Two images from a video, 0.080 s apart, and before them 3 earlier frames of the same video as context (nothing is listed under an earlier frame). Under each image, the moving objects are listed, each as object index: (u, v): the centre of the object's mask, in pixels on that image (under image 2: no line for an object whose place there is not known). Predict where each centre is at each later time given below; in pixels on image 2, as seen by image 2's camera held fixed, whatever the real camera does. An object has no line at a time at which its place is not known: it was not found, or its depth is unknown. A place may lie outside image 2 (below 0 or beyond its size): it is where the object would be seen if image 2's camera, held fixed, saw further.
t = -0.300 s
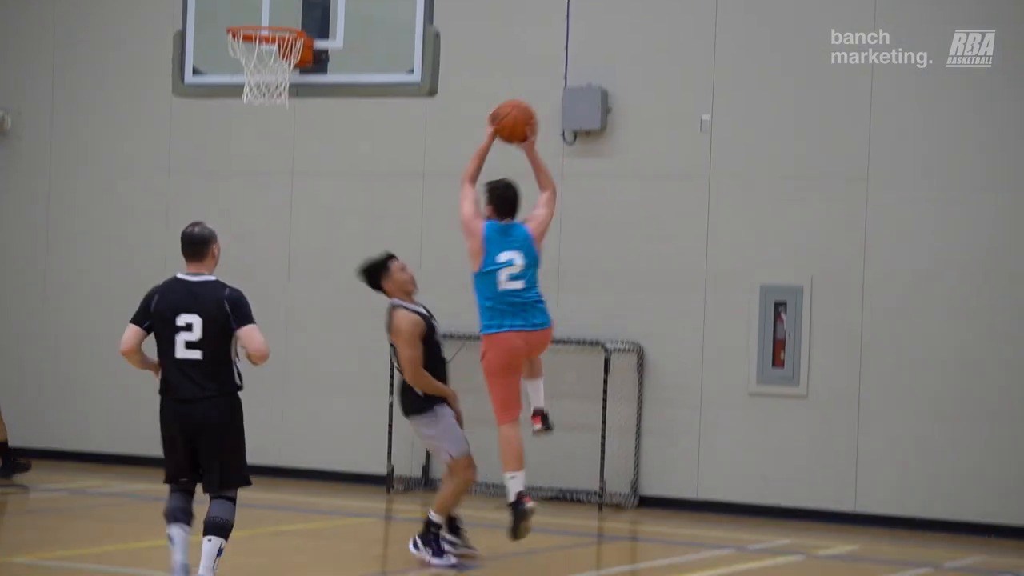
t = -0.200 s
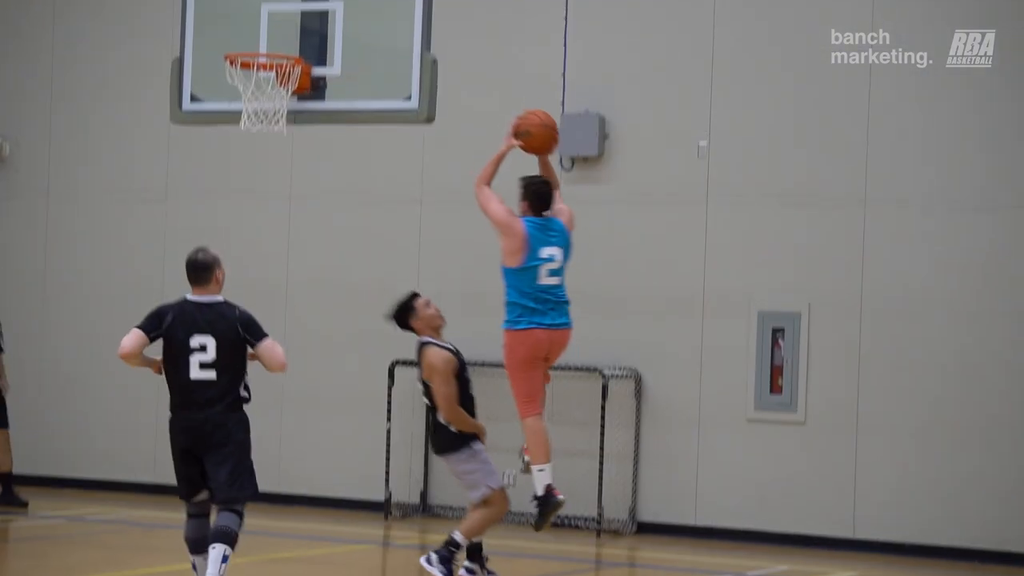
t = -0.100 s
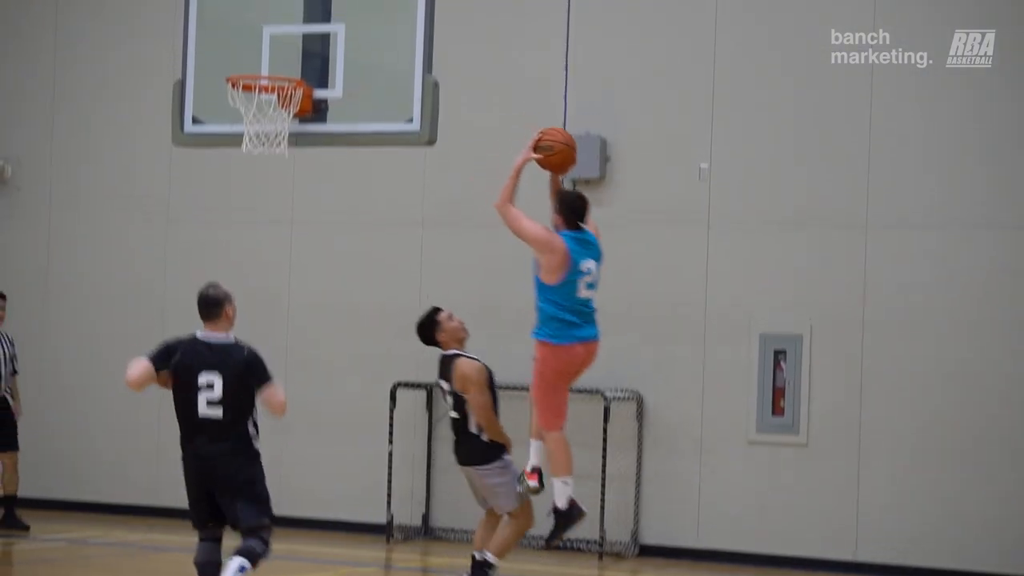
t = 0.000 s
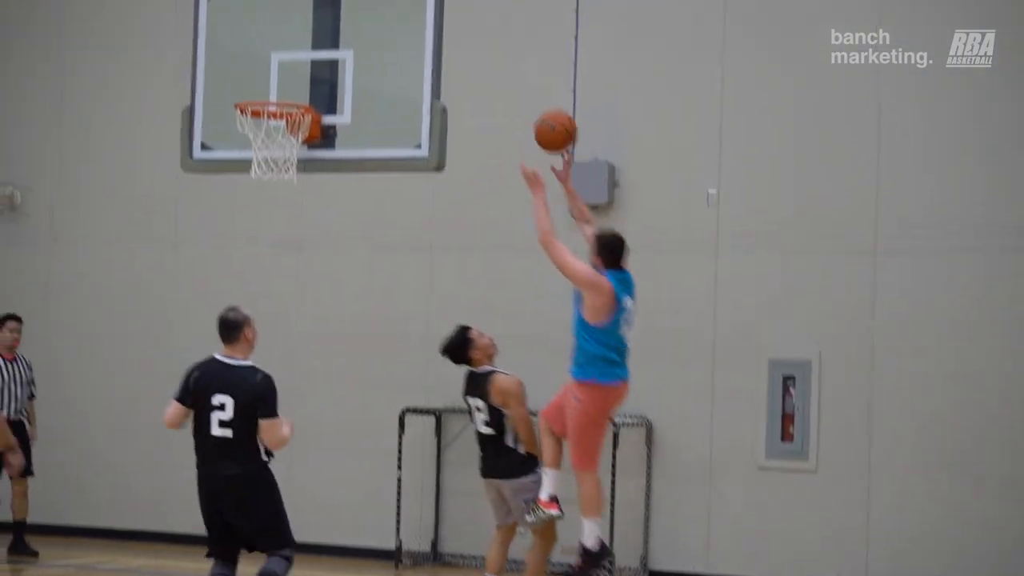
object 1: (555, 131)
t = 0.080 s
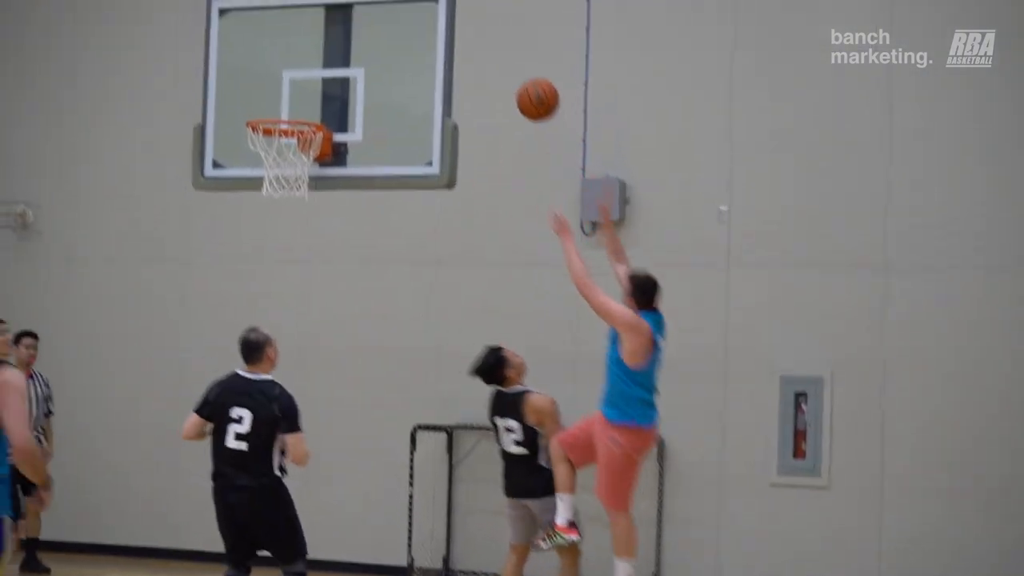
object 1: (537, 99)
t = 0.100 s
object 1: (530, 89)
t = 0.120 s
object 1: (523, 79)
